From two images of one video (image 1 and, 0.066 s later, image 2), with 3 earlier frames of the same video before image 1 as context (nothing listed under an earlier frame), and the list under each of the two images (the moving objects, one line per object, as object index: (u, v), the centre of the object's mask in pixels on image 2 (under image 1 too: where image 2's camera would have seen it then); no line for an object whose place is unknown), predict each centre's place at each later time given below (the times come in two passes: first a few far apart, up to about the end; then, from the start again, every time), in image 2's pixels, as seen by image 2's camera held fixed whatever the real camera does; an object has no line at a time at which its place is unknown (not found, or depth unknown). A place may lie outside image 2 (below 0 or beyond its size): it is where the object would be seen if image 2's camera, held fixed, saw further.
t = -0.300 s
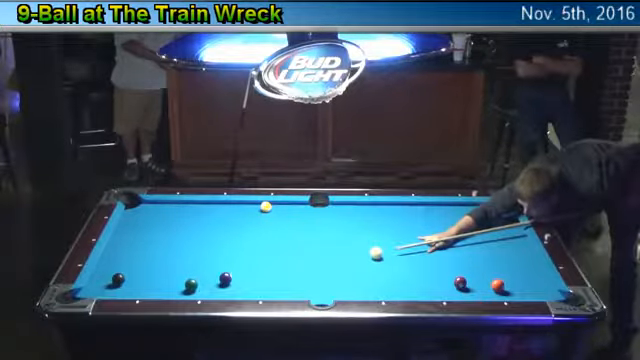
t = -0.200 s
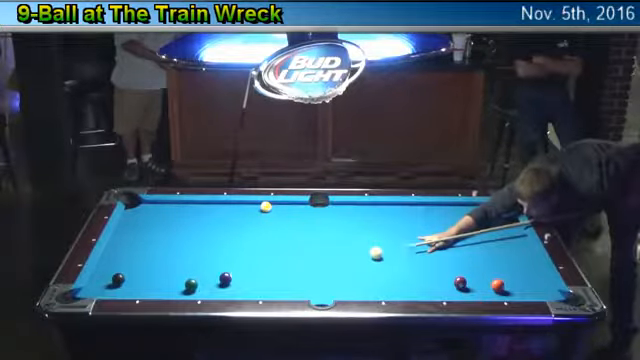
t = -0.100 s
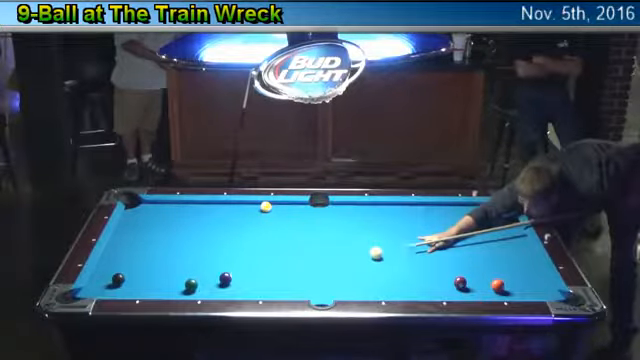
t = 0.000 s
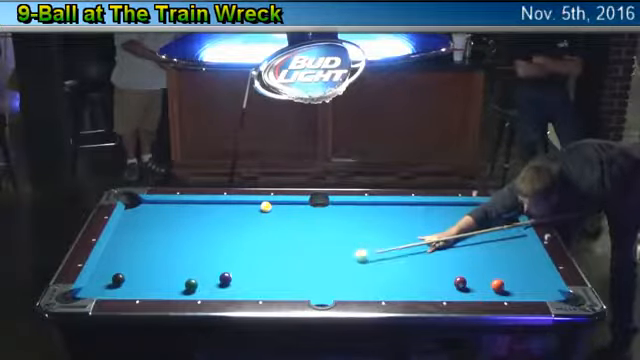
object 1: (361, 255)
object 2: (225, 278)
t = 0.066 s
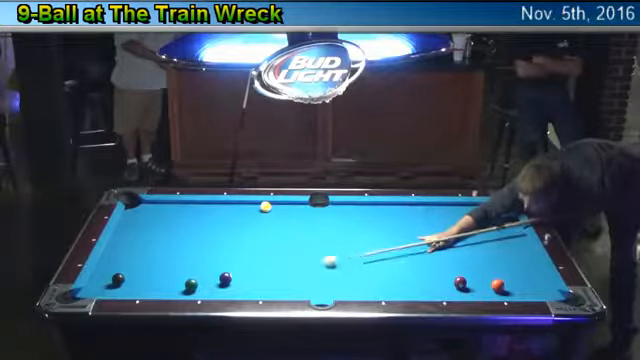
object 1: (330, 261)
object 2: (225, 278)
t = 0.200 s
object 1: (267, 270)
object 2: (225, 278)
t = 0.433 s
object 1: (218, 271)
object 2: (203, 291)
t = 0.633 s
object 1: (184, 270)
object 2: (206, 290)
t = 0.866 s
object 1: (147, 269)
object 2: (211, 287)
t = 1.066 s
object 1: (117, 266)
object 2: (215, 280)
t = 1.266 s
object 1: (108, 268)
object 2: (218, 277)
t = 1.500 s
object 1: (123, 268)
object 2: (221, 272)
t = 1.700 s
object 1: (137, 273)
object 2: (224, 269)
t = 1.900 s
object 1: (149, 275)
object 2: (226, 266)
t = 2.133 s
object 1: (162, 277)
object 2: (228, 264)
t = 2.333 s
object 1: (173, 278)
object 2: (230, 262)
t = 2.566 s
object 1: (185, 280)
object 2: (231, 261)
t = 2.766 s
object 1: (194, 282)
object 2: (232, 260)
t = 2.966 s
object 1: (201, 283)
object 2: (233, 260)
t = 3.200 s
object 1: (212, 285)
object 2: (233, 260)
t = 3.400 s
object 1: (218, 286)
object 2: (232, 260)
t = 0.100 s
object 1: (313, 264)
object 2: (225, 278)
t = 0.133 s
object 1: (298, 265)
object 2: (225, 278)
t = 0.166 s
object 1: (282, 268)
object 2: (225, 278)
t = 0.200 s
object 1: (267, 270)
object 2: (225, 278)
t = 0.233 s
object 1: (250, 273)
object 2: (225, 278)
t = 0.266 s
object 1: (237, 274)
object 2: (224, 279)
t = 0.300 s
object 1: (234, 274)
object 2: (208, 284)
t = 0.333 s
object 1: (232, 272)
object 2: (204, 285)
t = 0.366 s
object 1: (228, 271)
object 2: (203, 288)
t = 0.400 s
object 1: (223, 271)
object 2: (203, 289)
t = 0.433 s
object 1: (218, 271)
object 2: (203, 291)
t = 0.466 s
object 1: (213, 270)
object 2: (203, 291)
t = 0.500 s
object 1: (207, 270)
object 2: (203, 292)
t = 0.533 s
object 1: (201, 270)
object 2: (204, 292)
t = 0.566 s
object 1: (195, 270)
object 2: (204, 292)
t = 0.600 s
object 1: (190, 270)
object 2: (205, 292)
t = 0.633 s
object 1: (184, 270)
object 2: (206, 290)
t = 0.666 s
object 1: (179, 270)
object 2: (207, 290)
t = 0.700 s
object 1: (174, 269)
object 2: (208, 289)
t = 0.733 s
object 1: (168, 269)
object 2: (208, 289)
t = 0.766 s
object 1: (163, 269)
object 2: (209, 288)
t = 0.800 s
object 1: (158, 269)
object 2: (209, 288)
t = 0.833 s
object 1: (152, 269)
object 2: (210, 288)
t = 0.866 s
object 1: (147, 269)
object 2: (211, 287)
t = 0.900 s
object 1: (142, 268)
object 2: (212, 286)
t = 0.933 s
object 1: (137, 268)
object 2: (212, 286)
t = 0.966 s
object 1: (132, 268)
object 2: (213, 283)
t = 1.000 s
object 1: (127, 267)
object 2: (214, 283)
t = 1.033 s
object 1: (122, 266)
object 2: (215, 281)
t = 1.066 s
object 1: (117, 266)
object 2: (215, 280)
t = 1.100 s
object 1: (111, 266)
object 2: (215, 279)
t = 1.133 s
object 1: (106, 266)
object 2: (216, 279)
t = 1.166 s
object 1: (102, 266)
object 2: (217, 278)
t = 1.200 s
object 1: (104, 266)
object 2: (217, 277)
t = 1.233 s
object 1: (106, 266)
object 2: (218, 277)
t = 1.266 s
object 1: (108, 268)
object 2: (218, 277)
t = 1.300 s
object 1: (110, 268)
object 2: (219, 276)
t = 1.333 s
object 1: (112, 268)
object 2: (219, 275)
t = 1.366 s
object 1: (115, 268)
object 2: (220, 274)
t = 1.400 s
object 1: (117, 268)
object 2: (220, 274)
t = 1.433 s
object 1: (119, 268)
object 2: (221, 273)
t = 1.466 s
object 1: (121, 268)
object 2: (221, 273)
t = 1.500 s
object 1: (123, 268)
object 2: (221, 272)
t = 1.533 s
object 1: (126, 269)
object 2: (222, 272)
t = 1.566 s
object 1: (129, 270)
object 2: (222, 271)
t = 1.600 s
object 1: (131, 271)
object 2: (223, 270)
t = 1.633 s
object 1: (133, 272)
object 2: (223, 270)
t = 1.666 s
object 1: (134, 272)
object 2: (223, 269)
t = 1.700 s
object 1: (137, 273)
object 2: (224, 269)
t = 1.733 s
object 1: (139, 273)
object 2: (224, 268)
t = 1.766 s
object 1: (141, 273)
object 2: (225, 268)
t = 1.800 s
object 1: (143, 274)
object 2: (225, 268)
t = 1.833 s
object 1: (145, 274)
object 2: (225, 267)
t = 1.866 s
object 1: (147, 274)
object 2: (226, 266)
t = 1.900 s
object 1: (149, 275)
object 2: (226, 266)
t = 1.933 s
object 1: (151, 275)
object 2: (226, 266)
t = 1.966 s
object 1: (153, 275)
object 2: (226, 265)
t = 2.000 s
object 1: (155, 276)
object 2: (227, 265)
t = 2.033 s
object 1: (157, 276)
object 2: (227, 265)
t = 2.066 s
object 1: (159, 276)
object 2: (227, 265)
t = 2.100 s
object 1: (161, 277)
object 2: (228, 265)
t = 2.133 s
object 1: (162, 277)
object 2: (228, 264)
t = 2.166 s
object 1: (164, 277)
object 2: (228, 263)
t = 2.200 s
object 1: (166, 278)
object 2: (229, 263)
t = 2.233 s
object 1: (168, 278)
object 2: (229, 263)
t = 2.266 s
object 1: (170, 278)
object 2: (229, 262)
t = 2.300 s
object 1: (171, 278)
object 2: (229, 262)
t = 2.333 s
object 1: (173, 278)
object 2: (230, 262)
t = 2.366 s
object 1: (175, 279)
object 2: (230, 262)
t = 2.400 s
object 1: (177, 279)
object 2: (230, 261)
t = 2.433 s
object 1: (179, 279)
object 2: (230, 261)
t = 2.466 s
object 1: (180, 280)
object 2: (231, 261)
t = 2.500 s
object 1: (182, 280)
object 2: (231, 261)
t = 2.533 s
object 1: (184, 280)
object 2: (231, 261)
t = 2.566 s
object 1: (185, 280)
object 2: (231, 261)
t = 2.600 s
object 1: (186, 280)
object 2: (231, 261)
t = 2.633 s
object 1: (189, 281)
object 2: (231, 261)
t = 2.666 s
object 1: (190, 281)
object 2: (232, 261)
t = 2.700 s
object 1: (191, 281)
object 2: (232, 260)
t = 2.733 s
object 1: (191, 281)
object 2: (232, 260)
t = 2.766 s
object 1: (194, 282)
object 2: (232, 260)
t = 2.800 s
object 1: (196, 282)
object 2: (232, 261)
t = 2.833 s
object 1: (197, 282)
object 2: (232, 260)
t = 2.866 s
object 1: (198, 282)
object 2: (232, 260)
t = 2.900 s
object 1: (200, 283)
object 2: (233, 260)
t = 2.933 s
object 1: (201, 283)
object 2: (232, 260)
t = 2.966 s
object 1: (201, 283)
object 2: (233, 260)
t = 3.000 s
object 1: (203, 283)
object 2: (233, 260)
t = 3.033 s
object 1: (205, 283)
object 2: (232, 260)
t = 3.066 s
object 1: (205, 283)
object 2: (233, 260)
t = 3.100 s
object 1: (207, 284)
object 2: (233, 260)
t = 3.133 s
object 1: (210, 284)
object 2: (233, 260)
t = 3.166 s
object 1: (211, 285)
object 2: (233, 260)
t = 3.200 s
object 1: (212, 285)
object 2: (233, 260)
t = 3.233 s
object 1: (212, 285)
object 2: (232, 260)
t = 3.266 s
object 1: (212, 285)
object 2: (232, 260)
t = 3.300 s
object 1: (215, 285)
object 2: (232, 260)
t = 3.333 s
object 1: (216, 286)
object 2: (233, 260)
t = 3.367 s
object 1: (217, 286)
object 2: (233, 260)
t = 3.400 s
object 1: (218, 286)
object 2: (232, 260)
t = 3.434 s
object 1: (218, 286)
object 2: (232, 260)
